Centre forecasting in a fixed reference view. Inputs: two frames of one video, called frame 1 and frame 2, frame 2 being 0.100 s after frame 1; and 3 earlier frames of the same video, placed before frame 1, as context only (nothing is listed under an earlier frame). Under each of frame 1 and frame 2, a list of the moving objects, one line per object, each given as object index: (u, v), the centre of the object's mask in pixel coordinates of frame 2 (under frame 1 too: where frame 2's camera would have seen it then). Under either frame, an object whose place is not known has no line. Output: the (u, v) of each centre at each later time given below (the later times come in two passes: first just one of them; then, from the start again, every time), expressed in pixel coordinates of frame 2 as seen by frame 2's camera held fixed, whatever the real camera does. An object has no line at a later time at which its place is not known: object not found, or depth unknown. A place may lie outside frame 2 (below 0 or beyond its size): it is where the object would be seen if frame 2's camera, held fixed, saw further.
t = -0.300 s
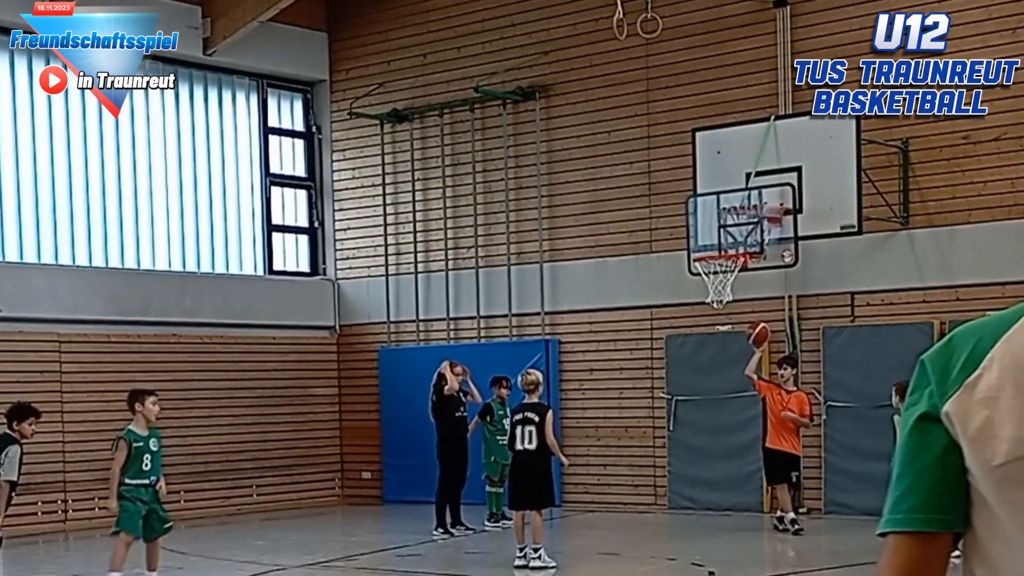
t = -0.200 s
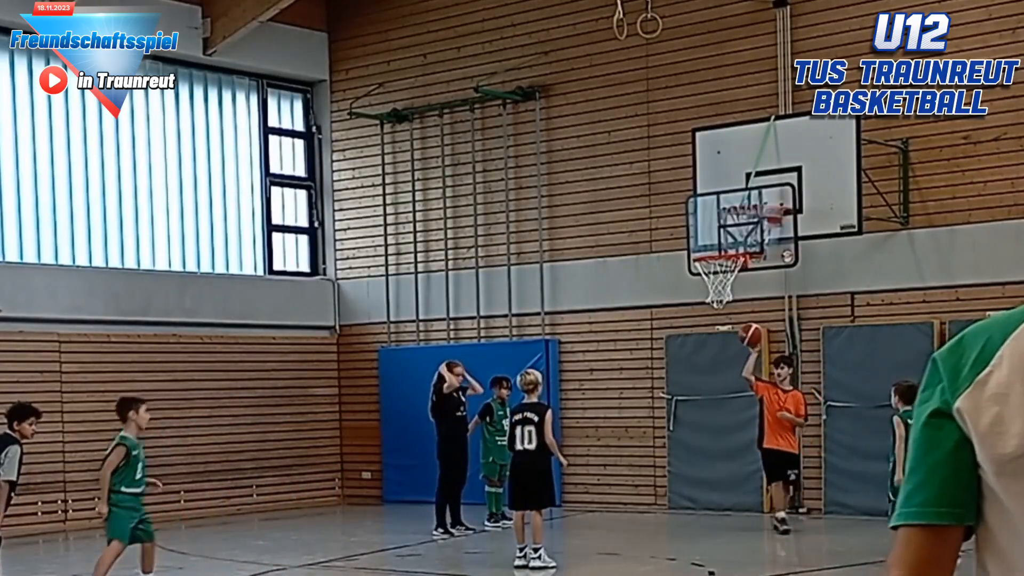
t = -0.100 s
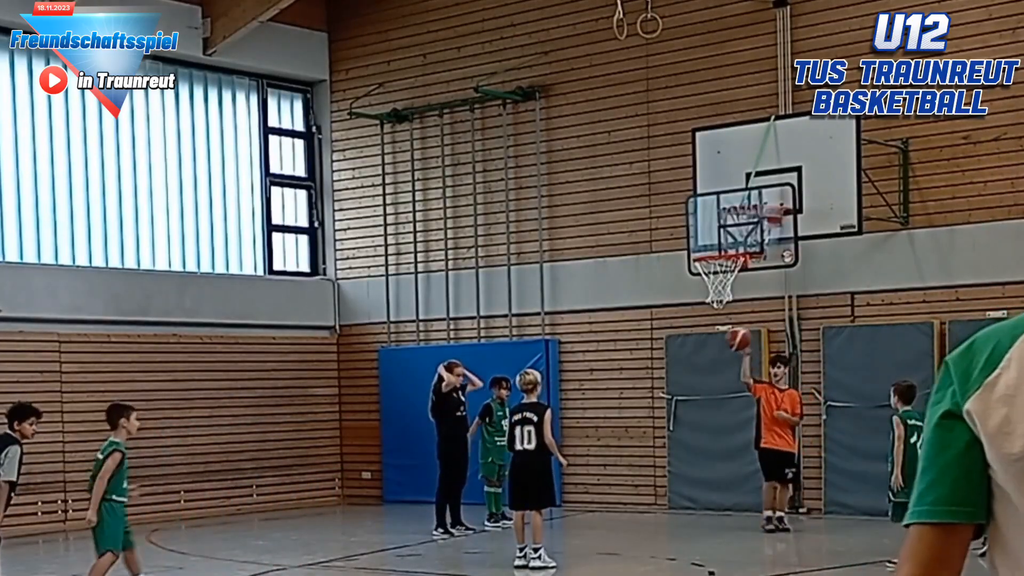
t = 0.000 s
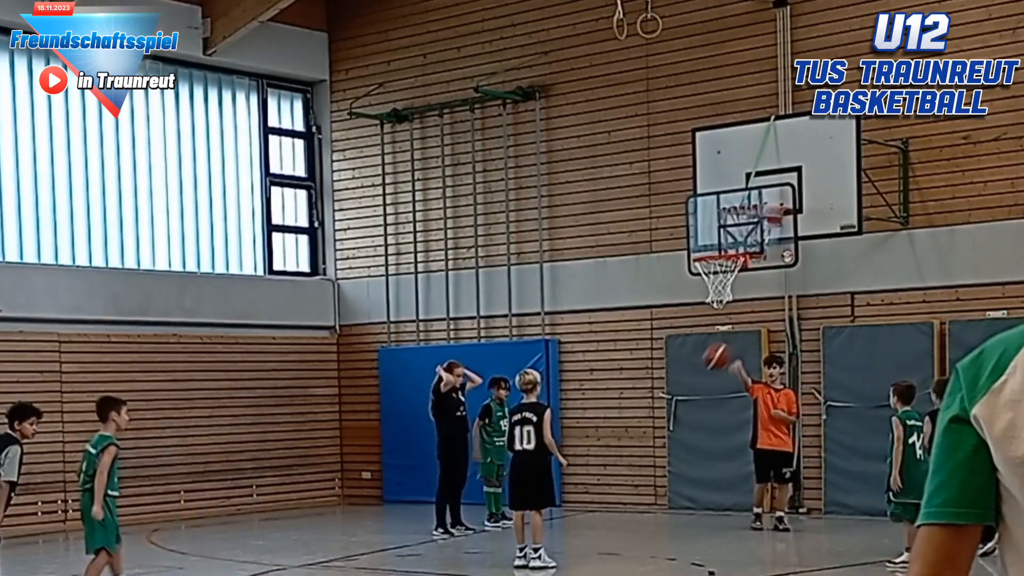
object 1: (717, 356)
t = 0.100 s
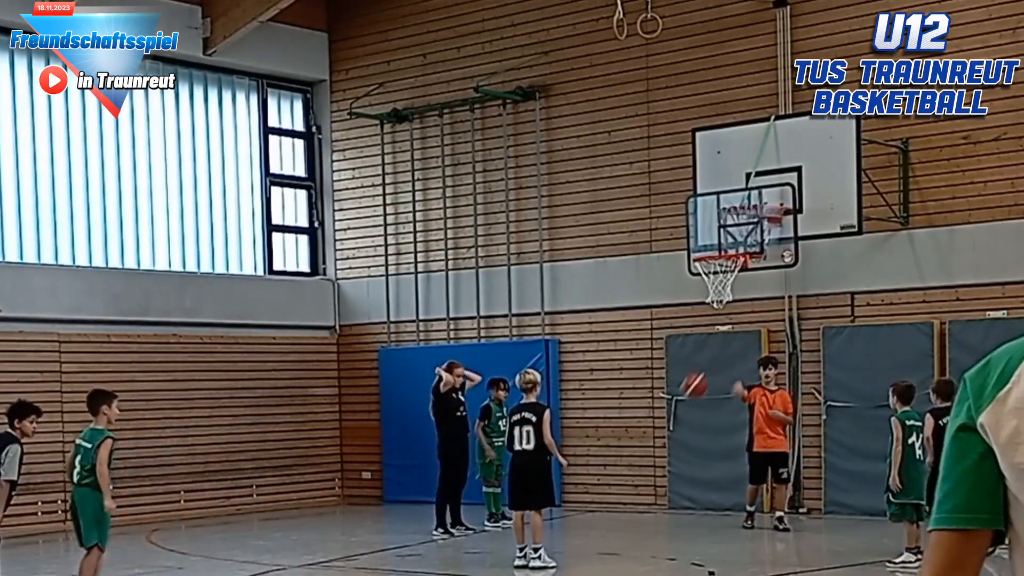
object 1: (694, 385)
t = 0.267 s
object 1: (657, 463)
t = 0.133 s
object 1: (688, 398)
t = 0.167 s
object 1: (679, 412)
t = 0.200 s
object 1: (673, 428)
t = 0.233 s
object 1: (666, 445)
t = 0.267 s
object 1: (657, 463)
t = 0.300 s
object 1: (647, 484)
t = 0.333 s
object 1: (638, 507)
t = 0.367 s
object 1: (631, 530)
